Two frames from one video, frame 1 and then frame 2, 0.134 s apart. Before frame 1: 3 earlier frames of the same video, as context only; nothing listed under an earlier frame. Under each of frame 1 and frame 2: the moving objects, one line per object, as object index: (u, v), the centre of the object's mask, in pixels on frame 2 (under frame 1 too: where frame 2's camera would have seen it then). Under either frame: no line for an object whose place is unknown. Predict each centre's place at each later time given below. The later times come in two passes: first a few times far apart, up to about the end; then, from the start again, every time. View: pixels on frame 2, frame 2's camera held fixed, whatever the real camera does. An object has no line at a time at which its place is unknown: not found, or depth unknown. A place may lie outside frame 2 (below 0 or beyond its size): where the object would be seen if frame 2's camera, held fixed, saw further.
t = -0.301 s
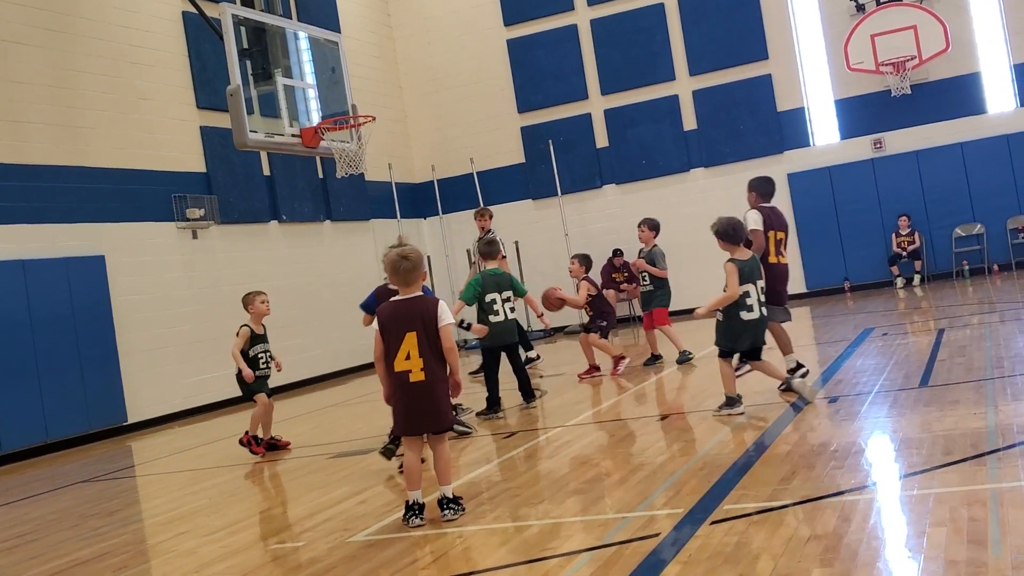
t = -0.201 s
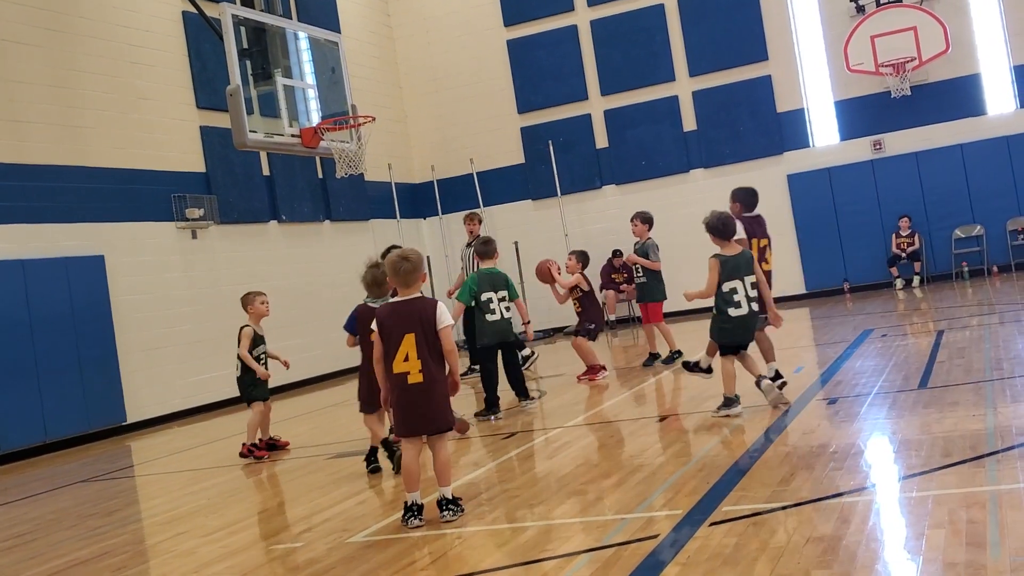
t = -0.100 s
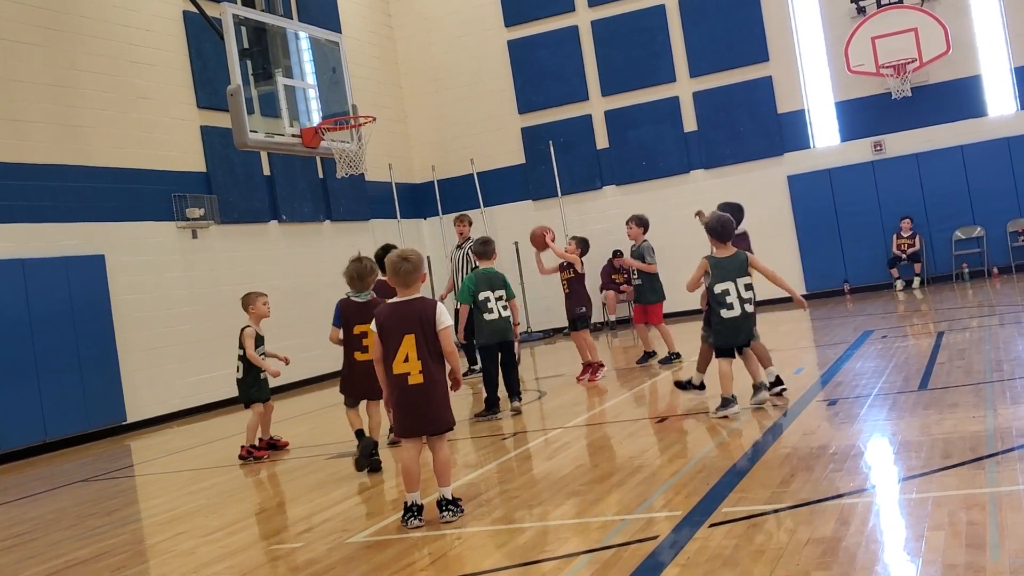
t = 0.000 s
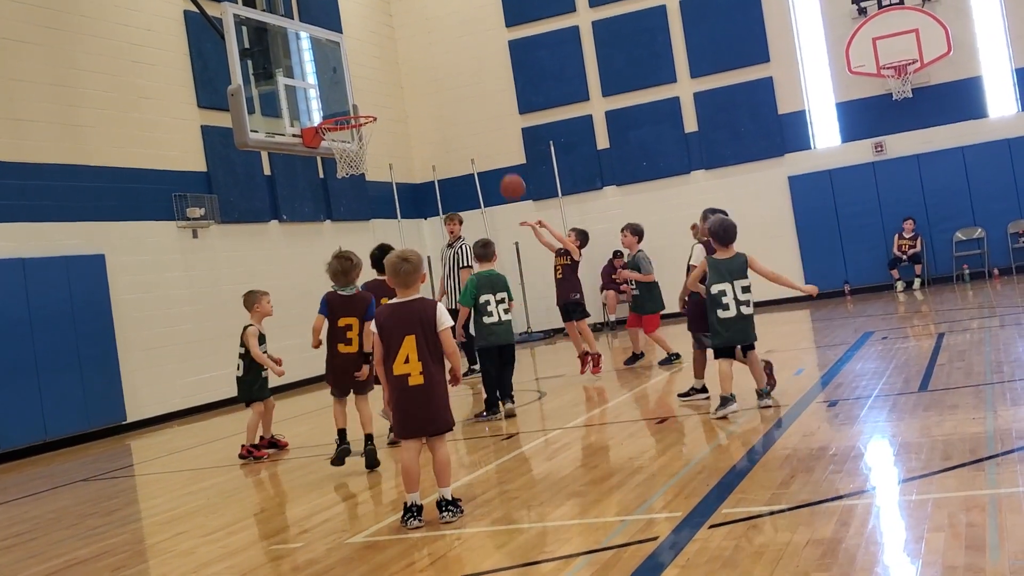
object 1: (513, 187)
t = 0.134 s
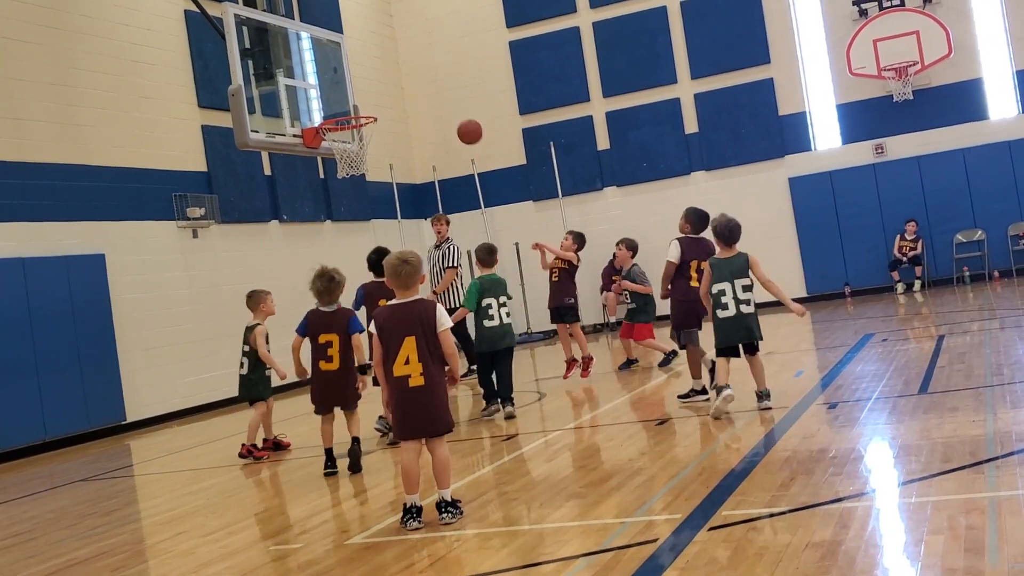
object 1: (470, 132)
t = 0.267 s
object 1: (429, 95)
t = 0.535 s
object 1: (356, 81)
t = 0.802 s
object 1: (308, 96)
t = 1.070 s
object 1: (321, 108)
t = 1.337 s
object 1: (292, 127)
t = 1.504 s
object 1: (279, 183)
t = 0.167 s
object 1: (460, 121)
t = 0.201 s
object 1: (449, 111)
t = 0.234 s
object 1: (439, 103)
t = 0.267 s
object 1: (429, 95)
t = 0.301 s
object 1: (420, 89)
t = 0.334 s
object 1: (410, 84)
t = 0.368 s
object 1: (401, 81)
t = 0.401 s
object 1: (391, 78)
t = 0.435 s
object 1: (382, 77)
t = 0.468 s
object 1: (373, 77)
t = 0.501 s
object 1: (365, 79)
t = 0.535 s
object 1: (356, 81)
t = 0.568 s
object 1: (347, 85)
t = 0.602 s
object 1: (339, 90)
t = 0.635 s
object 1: (331, 97)
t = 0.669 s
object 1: (323, 105)
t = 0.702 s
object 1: (316, 113)
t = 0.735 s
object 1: (311, 107)
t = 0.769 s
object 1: (307, 101)
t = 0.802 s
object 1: (308, 96)
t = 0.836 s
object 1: (308, 93)
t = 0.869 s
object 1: (309, 91)
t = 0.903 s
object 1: (310, 91)
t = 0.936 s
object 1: (312, 92)
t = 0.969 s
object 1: (314, 94)
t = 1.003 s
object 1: (316, 97)
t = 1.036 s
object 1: (319, 102)
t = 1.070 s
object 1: (321, 108)
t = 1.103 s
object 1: (319, 108)
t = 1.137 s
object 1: (314, 107)
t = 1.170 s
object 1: (310, 107)
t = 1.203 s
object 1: (306, 108)
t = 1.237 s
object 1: (302, 110)
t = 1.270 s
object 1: (299, 115)
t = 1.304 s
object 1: (295, 120)
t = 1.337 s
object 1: (292, 127)
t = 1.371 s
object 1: (289, 135)
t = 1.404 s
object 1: (286, 145)
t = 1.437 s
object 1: (284, 157)
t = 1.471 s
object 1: (281, 169)
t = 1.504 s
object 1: (279, 183)
